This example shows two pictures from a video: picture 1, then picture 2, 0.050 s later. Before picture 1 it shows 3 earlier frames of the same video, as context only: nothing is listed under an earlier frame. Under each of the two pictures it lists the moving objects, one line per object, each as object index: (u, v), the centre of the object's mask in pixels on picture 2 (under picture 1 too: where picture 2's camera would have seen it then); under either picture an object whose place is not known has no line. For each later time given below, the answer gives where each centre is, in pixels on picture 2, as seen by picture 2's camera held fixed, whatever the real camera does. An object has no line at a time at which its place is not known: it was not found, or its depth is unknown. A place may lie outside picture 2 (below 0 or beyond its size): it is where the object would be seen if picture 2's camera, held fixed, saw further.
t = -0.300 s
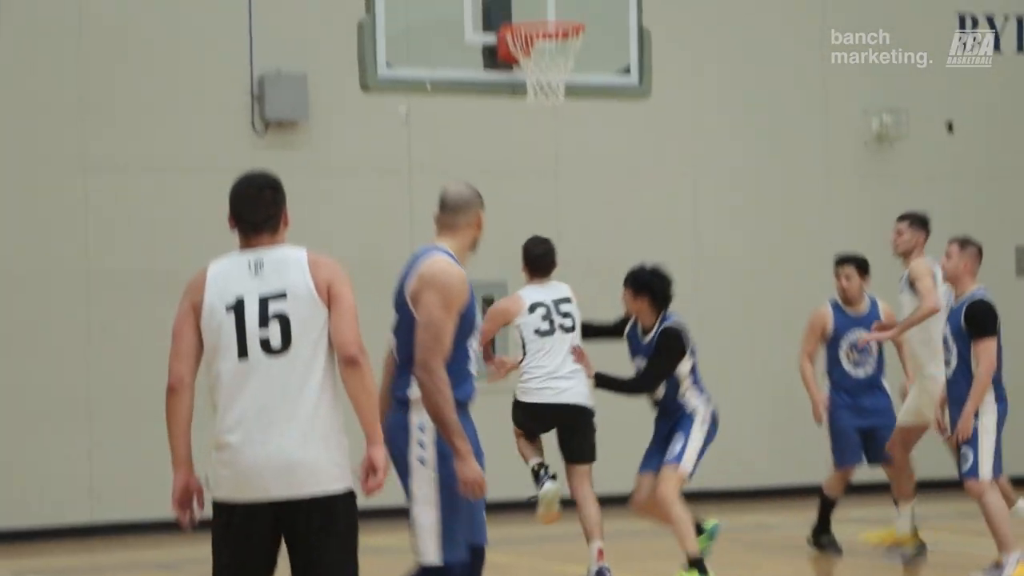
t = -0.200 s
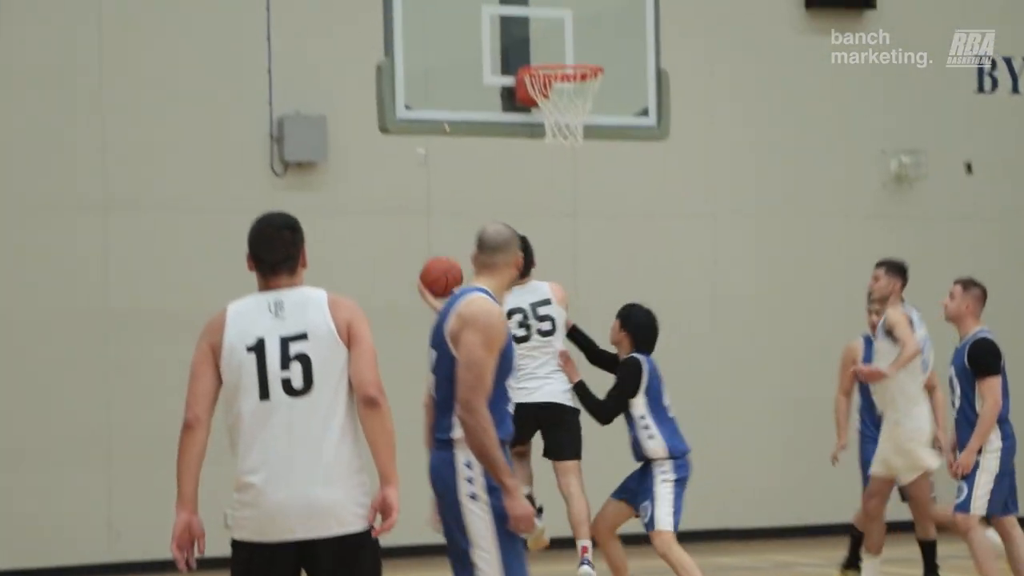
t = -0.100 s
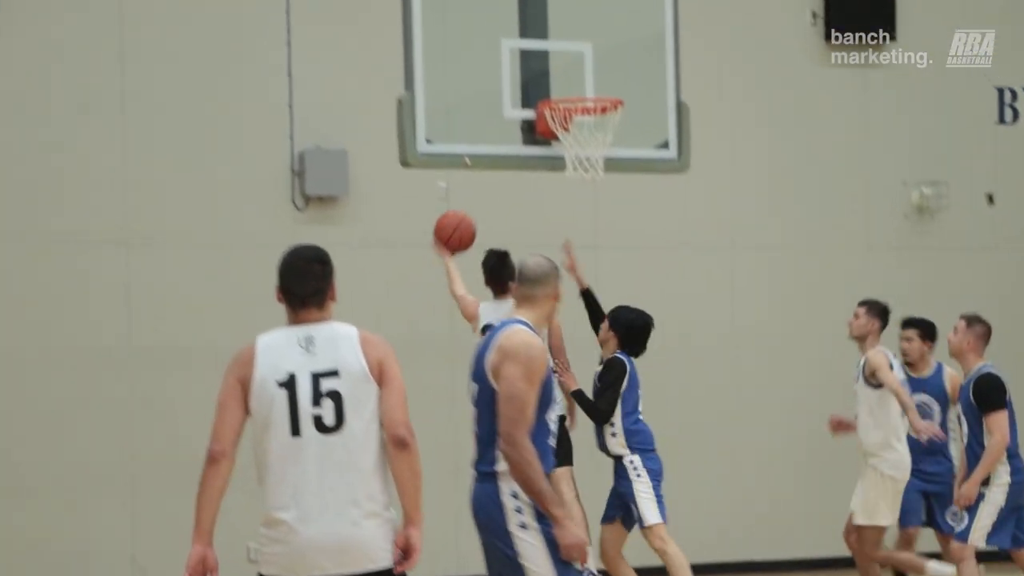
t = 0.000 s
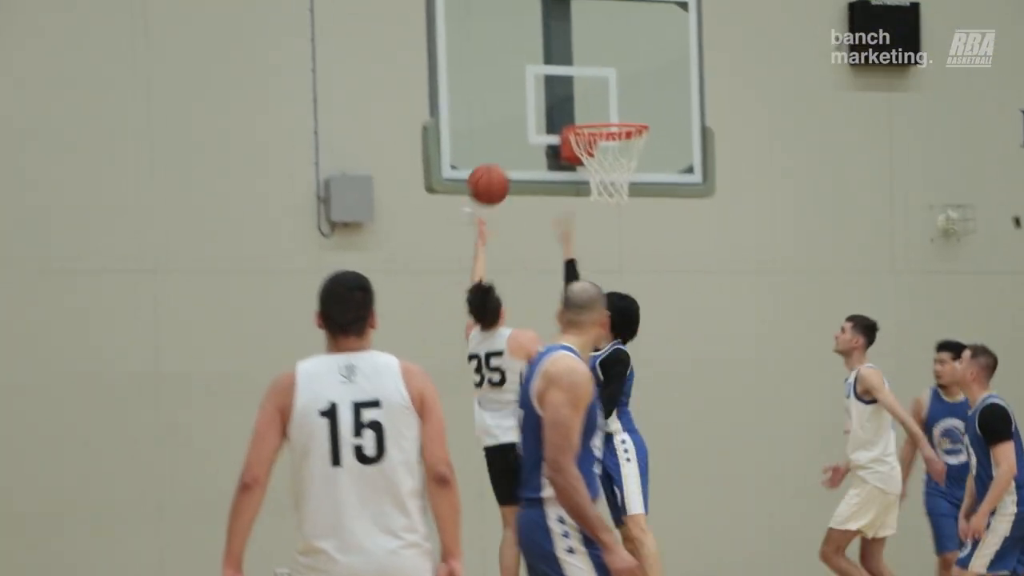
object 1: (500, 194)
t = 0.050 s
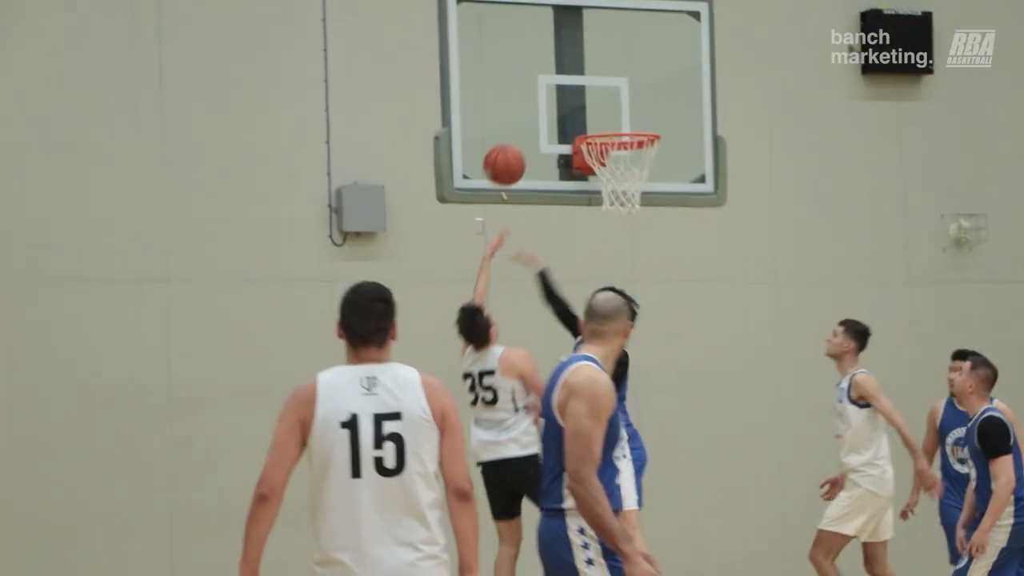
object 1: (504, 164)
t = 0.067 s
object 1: (505, 156)
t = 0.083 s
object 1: (507, 148)
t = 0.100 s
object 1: (508, 141)
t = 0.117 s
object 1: (510, 134)
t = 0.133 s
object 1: (511, 127)
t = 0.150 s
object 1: (512, 121)
